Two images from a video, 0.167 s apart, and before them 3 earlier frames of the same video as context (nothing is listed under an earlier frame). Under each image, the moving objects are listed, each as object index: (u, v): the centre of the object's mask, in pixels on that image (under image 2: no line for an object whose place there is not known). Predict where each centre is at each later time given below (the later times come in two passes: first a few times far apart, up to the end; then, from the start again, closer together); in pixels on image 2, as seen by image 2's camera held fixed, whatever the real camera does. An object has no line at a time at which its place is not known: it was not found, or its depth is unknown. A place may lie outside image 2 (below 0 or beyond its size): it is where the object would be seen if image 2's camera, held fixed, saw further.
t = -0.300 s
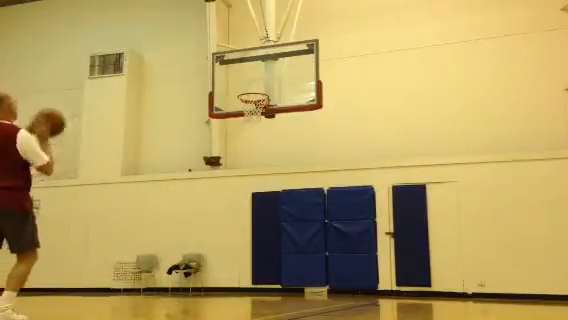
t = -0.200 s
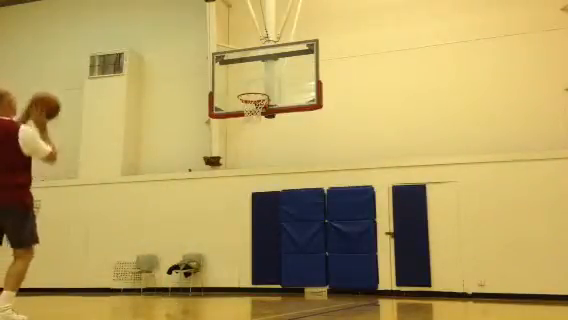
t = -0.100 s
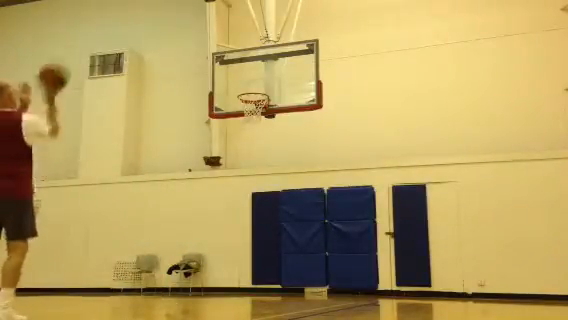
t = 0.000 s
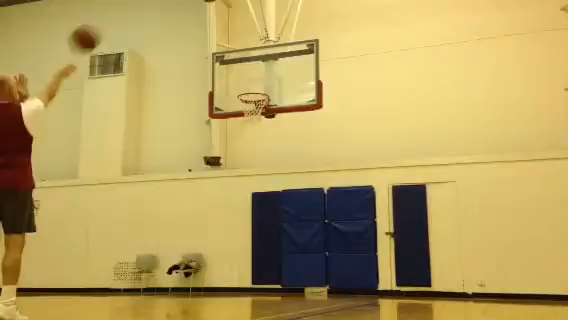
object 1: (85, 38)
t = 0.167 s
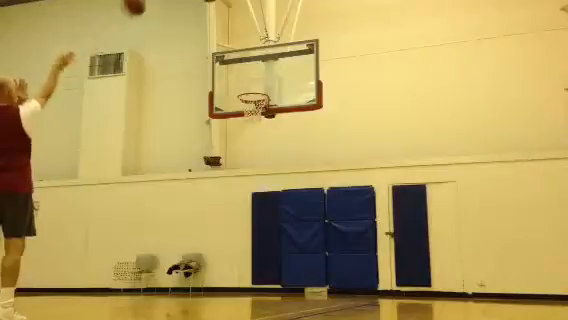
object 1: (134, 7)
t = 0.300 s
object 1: (165, 3)
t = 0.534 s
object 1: (206, 15)
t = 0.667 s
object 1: (225, 40)
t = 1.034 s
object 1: (258, 120)
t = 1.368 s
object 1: (269, 198)
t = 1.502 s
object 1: (273, 249)
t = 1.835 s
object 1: (274, 216)
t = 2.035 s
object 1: (273, 188)
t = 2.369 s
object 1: (271, 199)
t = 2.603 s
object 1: (269, 259)
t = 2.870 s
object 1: (270, 248)
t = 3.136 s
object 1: (270, 230)
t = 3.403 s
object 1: (271, 265)
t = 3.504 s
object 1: (271, 295)
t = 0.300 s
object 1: (165, 3)
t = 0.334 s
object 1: (171, 3)
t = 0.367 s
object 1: (178, 4)
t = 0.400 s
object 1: (184, 4)
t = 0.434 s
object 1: (190, 6)
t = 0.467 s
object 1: (195, 8)
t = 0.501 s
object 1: (200, 11)
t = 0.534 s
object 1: (206, 15)
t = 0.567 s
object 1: (211, 21)
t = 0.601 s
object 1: (216, 27)
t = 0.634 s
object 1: (221, 34)
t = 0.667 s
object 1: (225, 40)
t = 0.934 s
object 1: (252, 114)
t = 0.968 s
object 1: (254, 115)
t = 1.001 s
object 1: (257, 116)
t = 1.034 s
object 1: (258, 120)
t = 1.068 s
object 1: (259, 125)
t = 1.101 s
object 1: (260, 129)
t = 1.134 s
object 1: (261, 135)
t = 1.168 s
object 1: (262, 141)
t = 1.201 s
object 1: (263, 149)
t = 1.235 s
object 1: (264, 156)
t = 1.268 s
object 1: (265, 165)
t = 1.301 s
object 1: (265, 175)
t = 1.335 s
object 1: (267, 185)
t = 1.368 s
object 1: (269, 198)
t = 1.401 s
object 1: (269, 208)
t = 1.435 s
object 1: (270, 222)
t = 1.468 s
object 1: (270, 236)
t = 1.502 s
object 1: (273, 249)
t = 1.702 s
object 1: (275, 250)
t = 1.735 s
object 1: (276, 242)
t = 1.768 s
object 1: (275, 232)
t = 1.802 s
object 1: (275, 223)
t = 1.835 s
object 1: (274, 216)
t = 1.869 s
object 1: (274, 209)
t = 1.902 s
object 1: (274, 203)
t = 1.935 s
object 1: (274, 198)
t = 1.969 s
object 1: (274, 198)
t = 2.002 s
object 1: (273, 193)
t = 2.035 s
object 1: (273, 188)
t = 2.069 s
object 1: (273, 186)
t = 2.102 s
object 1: (273, 184)
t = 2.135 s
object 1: (273, 184)
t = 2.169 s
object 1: (272, 184)
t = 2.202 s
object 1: (272, 184)
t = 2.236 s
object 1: (272, 185)
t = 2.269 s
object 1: (271, 186)
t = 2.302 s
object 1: (271, 188)
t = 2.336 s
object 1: (270, 196)
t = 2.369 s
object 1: (271, 199)
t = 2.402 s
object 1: (271, 204)
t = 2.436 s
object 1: (270, 212)
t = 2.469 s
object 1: (270, 220)
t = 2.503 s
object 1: (269, 228)
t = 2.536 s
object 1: (269, 238)
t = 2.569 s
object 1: (269, 247)
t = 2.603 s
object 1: (269, 259)
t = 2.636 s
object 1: (269, 273)
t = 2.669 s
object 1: (268, 286)
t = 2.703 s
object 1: (267, 286)
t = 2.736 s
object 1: (269, 277)
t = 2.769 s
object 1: (268, 267)
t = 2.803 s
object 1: (268, 261)
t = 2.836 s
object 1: (269, 253)
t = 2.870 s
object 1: (270, 248)
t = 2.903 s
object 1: (269, 243)
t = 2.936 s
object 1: (269, 238)
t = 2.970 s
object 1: (270, 235)
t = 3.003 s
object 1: (270, 232)
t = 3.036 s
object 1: (270, 229)
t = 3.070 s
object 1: (270, 229)
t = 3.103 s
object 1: (270, 229)
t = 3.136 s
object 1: (270, 230)
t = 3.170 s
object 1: (270, 230)
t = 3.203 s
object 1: (270, 232)
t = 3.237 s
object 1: (270, 235)
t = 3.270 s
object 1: (270, 239)
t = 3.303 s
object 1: (270, 244)
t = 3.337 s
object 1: (270, 248)
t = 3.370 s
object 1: (270, 258)
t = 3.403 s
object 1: (271, 265)
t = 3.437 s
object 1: (271, 274)
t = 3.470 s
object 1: (270, 284)
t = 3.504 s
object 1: (271, 295)
